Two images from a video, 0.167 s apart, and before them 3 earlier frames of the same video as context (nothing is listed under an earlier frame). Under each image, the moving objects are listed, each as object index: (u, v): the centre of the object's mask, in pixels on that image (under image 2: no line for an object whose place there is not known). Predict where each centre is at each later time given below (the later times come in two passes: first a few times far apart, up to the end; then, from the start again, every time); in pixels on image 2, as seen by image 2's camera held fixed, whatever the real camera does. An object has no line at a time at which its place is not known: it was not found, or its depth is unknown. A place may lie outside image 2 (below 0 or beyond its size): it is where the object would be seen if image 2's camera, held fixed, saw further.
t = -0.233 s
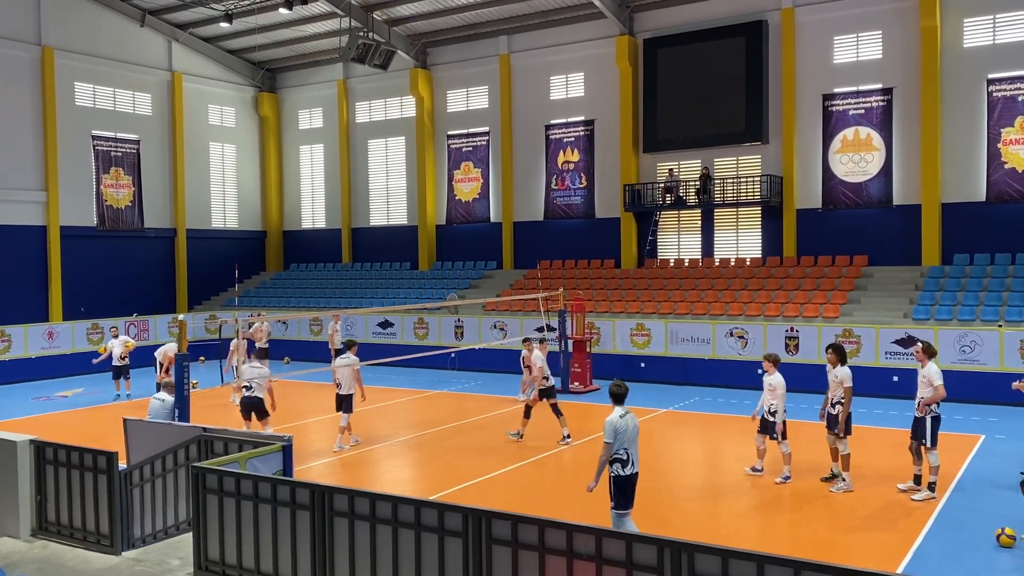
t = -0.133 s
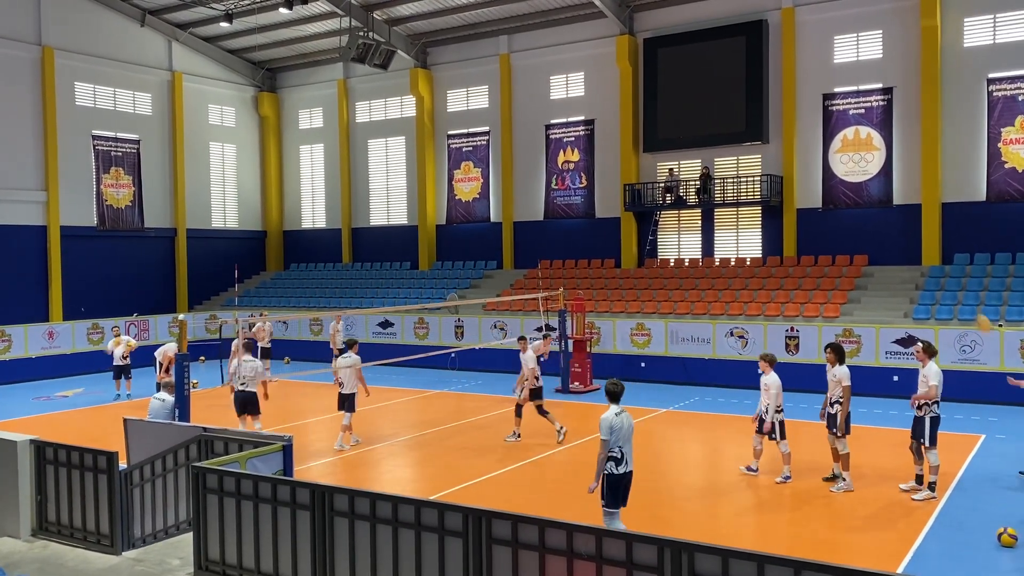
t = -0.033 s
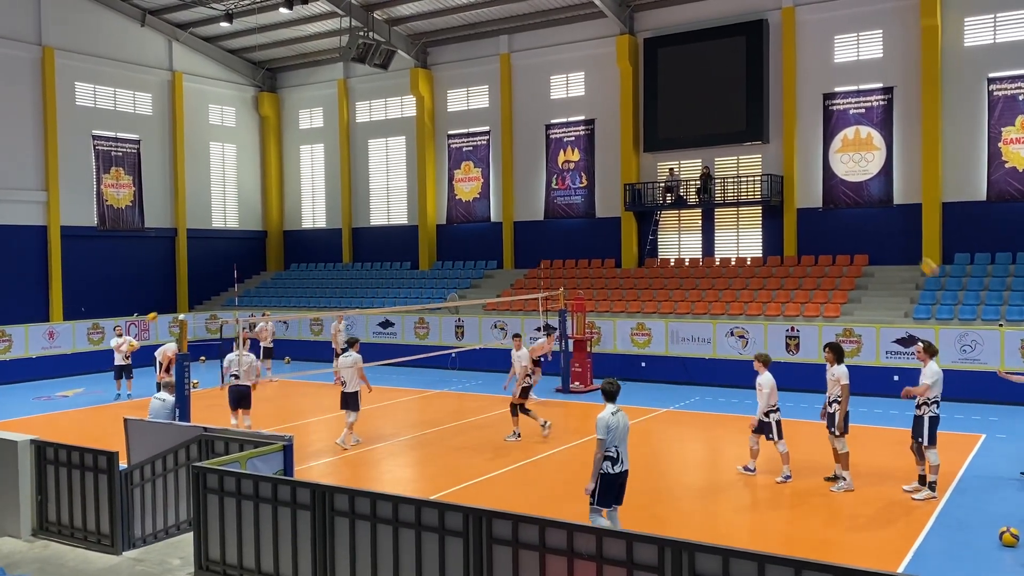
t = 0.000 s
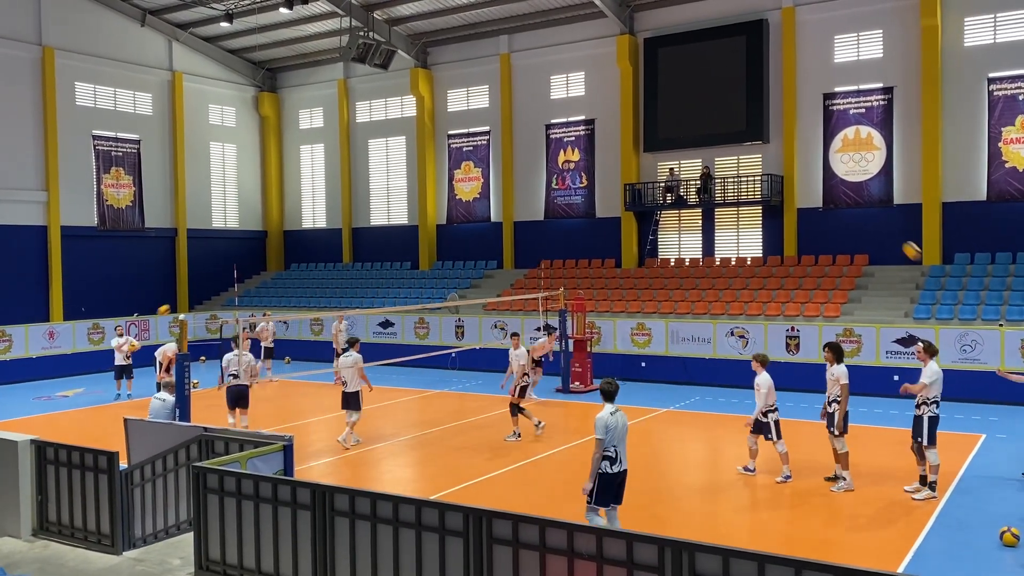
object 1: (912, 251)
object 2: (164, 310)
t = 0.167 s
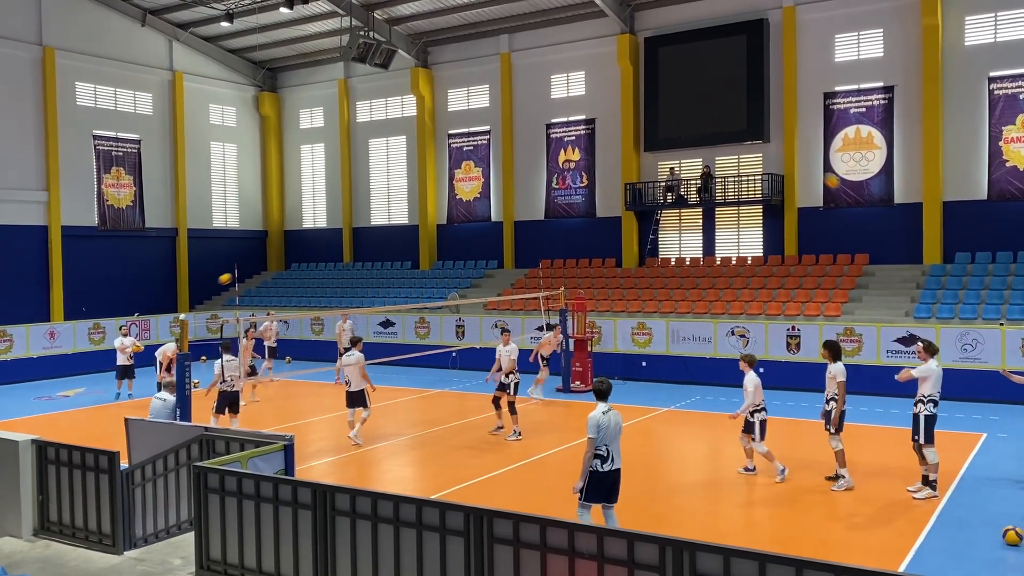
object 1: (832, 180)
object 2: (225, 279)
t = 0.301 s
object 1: (774, 142)
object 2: (275, 260)
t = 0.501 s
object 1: (695, 108)
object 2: (351, 245)
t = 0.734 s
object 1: (616, 97)
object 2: (445, 253)
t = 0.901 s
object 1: (565, 107)
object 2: (516, 280)
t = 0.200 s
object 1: (817, 170)
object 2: (238, 274)
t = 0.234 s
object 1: (802, 159)
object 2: (250, 269)
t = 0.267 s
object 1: (788, 151)
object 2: (262, 264)
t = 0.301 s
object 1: (774, 142)
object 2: (275, 260)
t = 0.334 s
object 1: (759, 135)
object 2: (287, 256)
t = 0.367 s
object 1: (746, 128)
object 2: (300, 253)
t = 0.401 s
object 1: (733, 122)
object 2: (313, 250)
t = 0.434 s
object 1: (720, 117)
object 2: (325, 248)
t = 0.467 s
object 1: (708, 112)
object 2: (337, 247)
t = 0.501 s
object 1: (695, 108)
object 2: (351, 245)
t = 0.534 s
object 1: (683, 104)
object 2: (363, 245)
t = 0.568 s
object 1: (671, 102)
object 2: (376, 244)
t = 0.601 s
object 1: (659, 100)
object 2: (390, 245)
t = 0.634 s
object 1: (649, 99)
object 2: (404, 246)
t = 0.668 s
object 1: (638, 97)
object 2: (417, 247)
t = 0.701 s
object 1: (627, 97)
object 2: (432, 250)
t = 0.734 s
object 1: (616, 97)
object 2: (445, 253)
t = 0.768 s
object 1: (604, 97)
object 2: (459, 257)
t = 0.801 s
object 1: (595, 99)
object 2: (472, 261)
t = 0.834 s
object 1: (585, 101)
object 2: (487, 266)
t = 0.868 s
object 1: (575, 104)
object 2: (501, 273)
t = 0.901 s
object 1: (565, 107)
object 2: (516, 280)
